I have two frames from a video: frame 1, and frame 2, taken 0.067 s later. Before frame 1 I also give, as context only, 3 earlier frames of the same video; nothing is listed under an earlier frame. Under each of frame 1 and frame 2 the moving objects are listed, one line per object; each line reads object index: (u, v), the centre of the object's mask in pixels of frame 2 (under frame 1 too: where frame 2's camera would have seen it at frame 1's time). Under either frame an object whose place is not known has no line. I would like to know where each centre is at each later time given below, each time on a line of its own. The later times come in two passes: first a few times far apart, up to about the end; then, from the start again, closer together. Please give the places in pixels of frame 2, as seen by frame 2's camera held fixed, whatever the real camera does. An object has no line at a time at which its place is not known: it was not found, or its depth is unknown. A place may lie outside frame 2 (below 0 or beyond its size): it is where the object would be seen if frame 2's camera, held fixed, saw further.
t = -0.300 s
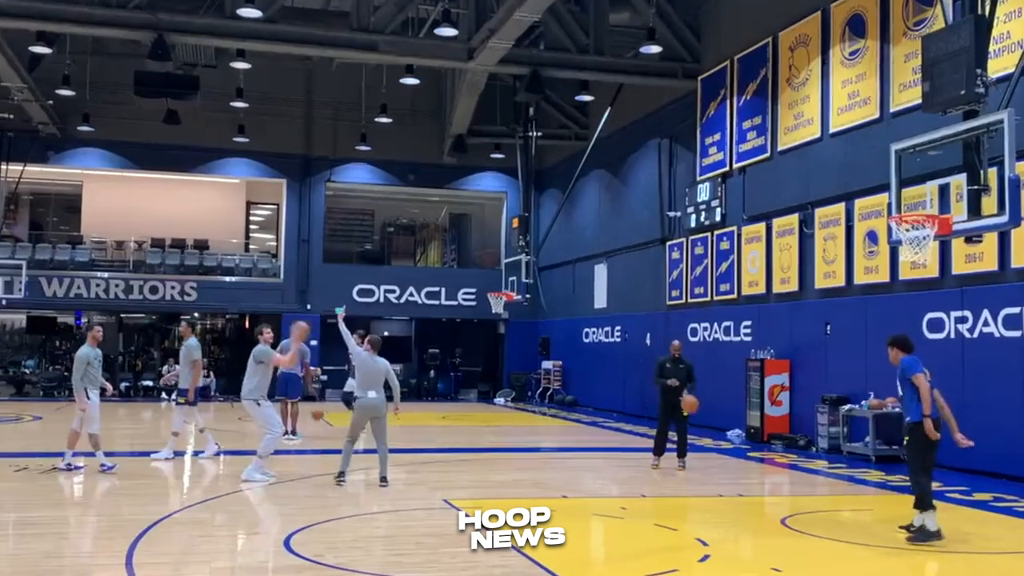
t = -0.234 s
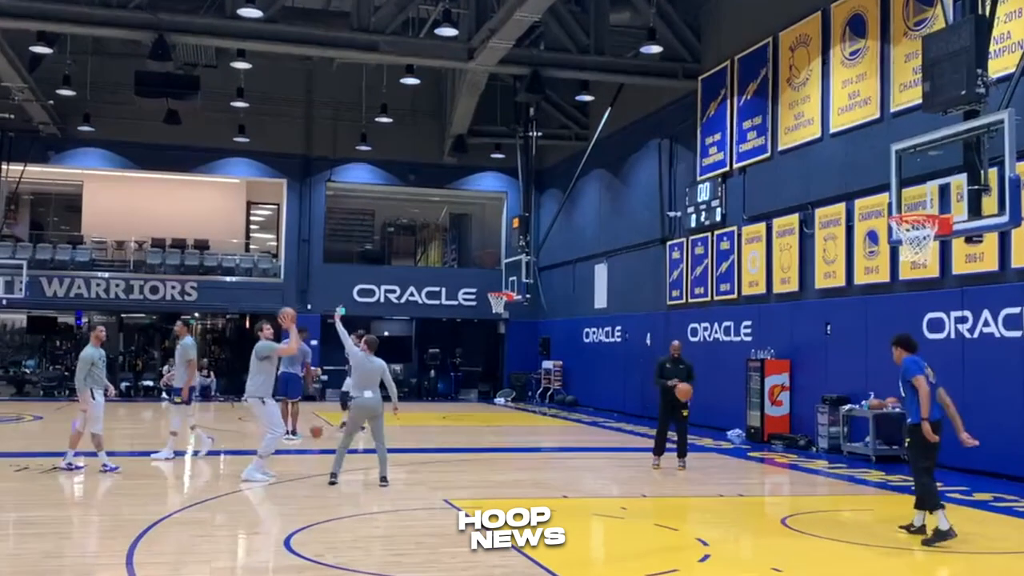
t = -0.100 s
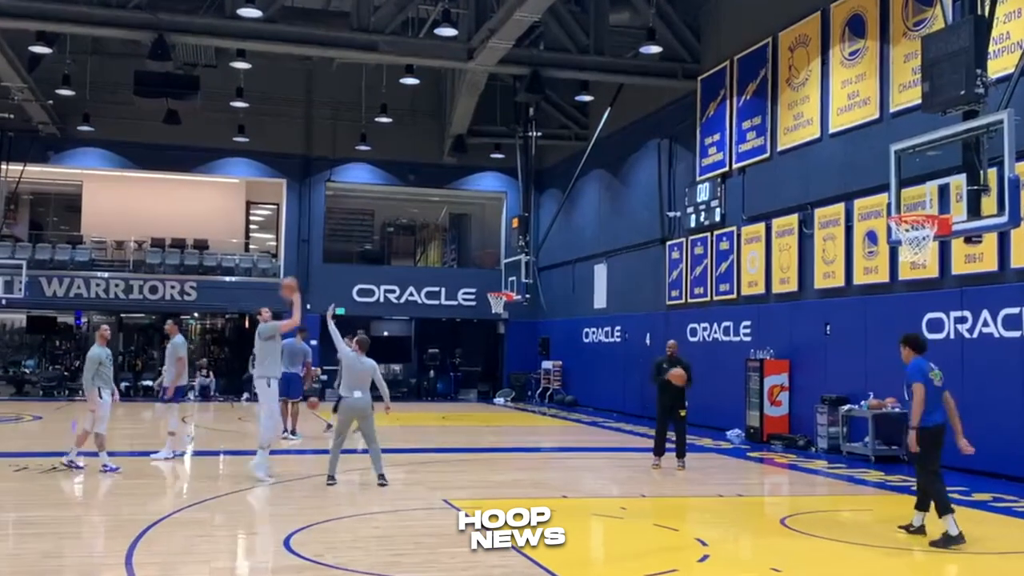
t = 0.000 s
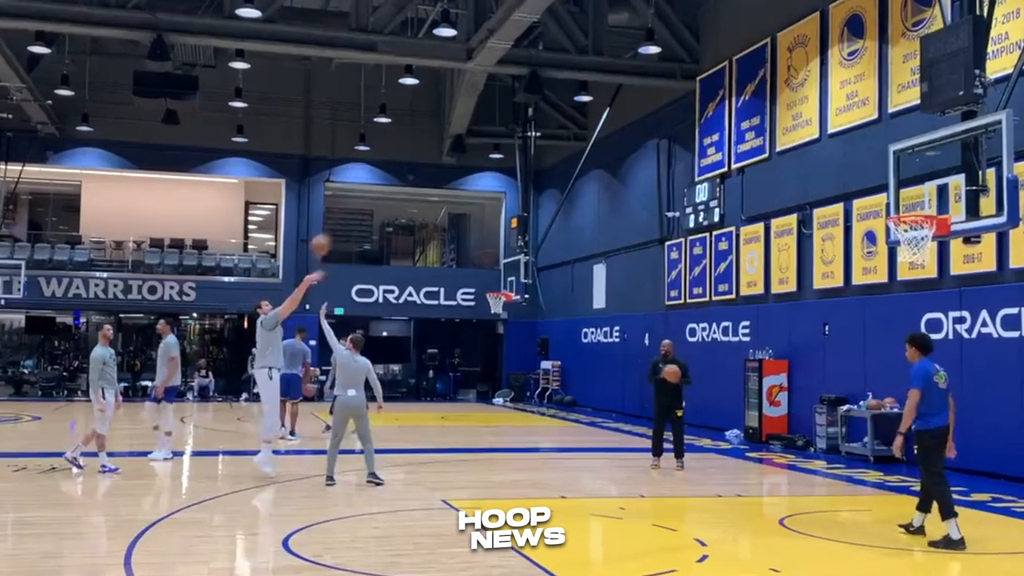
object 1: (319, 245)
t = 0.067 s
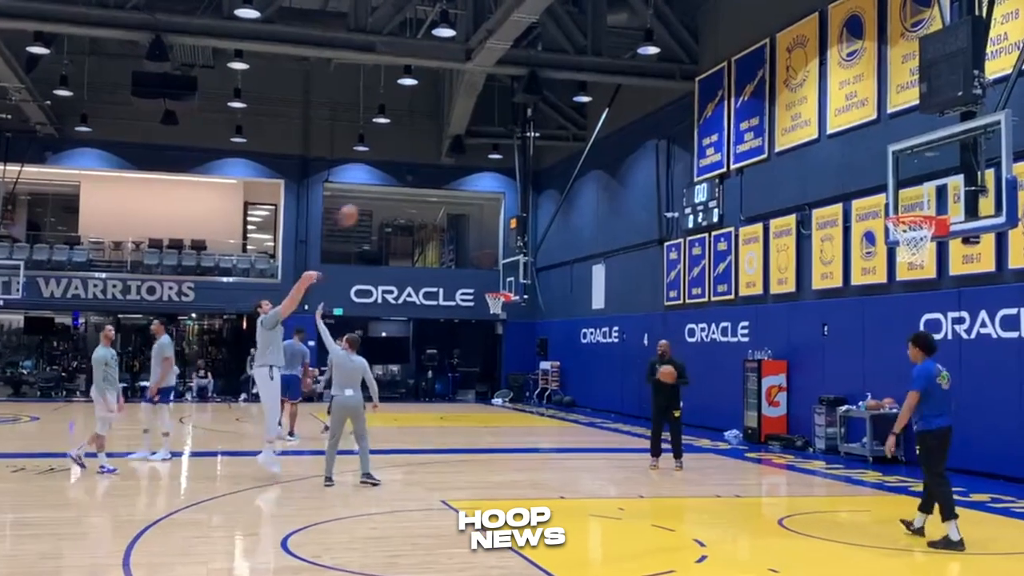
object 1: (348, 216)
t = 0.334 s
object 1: (466, 125)
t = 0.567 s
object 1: (574, 88)
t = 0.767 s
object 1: (672, 91)
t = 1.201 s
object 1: (907, 216)
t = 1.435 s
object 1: (891, 236)
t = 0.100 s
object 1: (364, 199)
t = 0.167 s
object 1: (393, 175)
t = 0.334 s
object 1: (466, 125)
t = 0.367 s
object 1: (481, 117)
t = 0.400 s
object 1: (497, 110)
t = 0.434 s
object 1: (512, 104)
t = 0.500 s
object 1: (542, 94)
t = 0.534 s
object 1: (559, 91)
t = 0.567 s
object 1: (574, 88)
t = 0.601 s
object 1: (591, 86)
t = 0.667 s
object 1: (623, 85)
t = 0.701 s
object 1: (640, 86)
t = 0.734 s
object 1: (656, 88)
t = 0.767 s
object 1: (672, 91)
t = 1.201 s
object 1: (907, 216)
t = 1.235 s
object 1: (921, 215)
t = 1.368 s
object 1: (890, 234)
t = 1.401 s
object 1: (889, 234)
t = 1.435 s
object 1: (891, 236)
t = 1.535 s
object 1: (893, 242)
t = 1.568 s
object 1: (894, 243)
